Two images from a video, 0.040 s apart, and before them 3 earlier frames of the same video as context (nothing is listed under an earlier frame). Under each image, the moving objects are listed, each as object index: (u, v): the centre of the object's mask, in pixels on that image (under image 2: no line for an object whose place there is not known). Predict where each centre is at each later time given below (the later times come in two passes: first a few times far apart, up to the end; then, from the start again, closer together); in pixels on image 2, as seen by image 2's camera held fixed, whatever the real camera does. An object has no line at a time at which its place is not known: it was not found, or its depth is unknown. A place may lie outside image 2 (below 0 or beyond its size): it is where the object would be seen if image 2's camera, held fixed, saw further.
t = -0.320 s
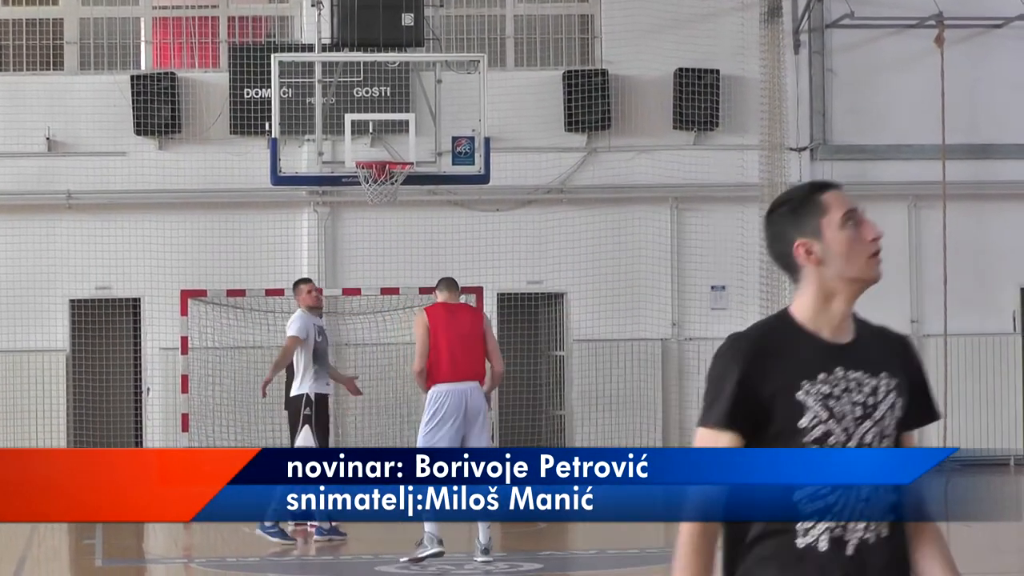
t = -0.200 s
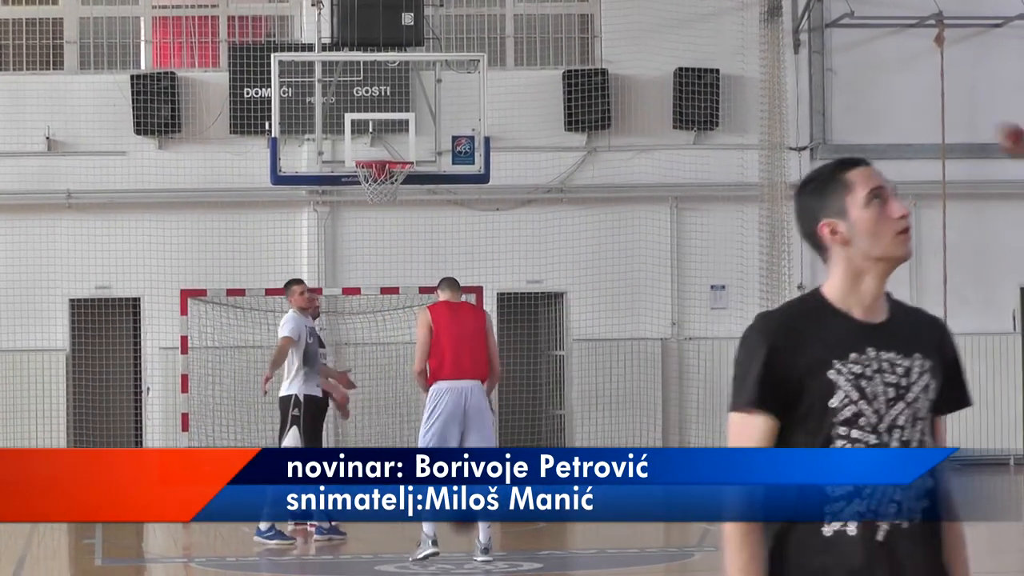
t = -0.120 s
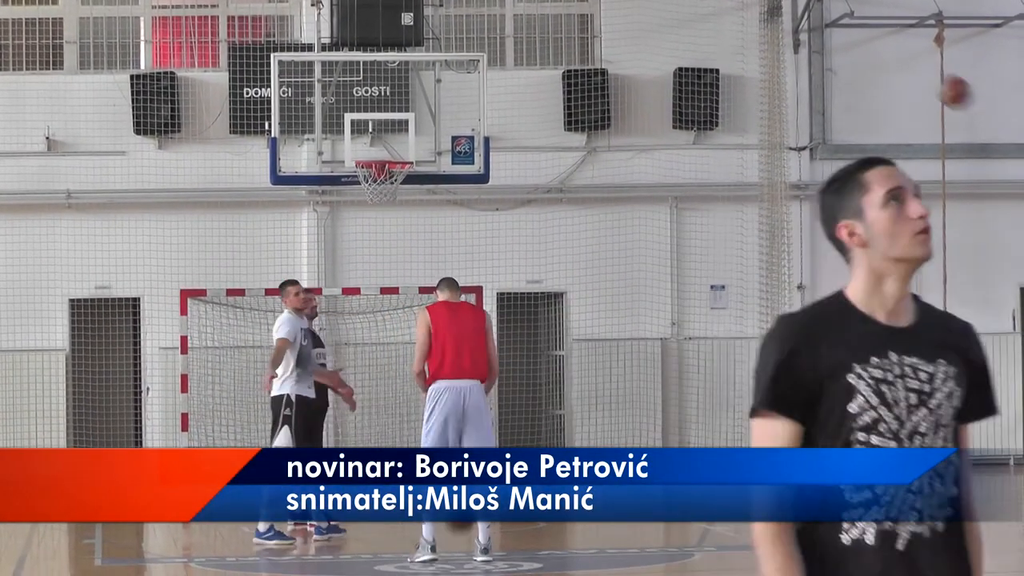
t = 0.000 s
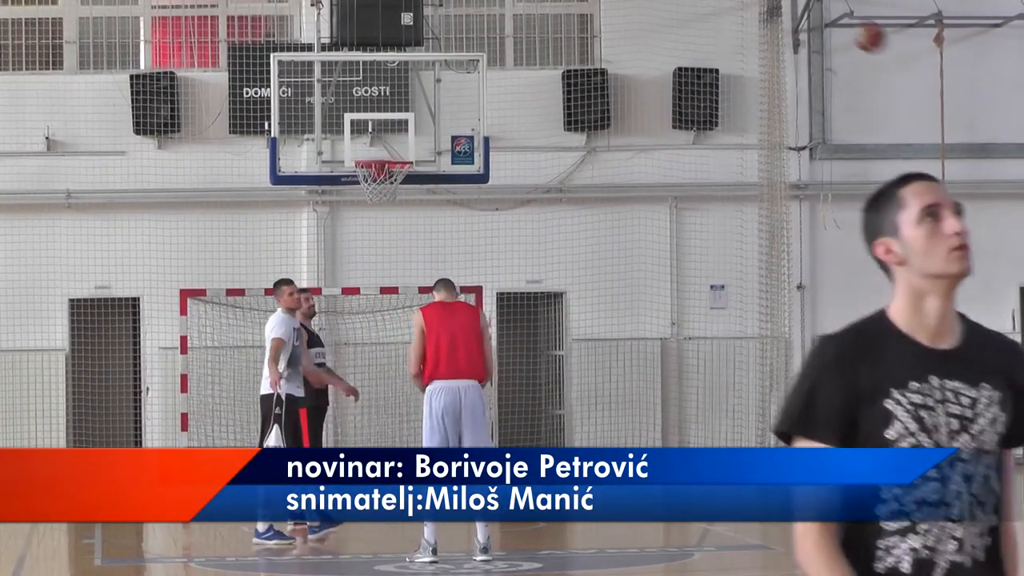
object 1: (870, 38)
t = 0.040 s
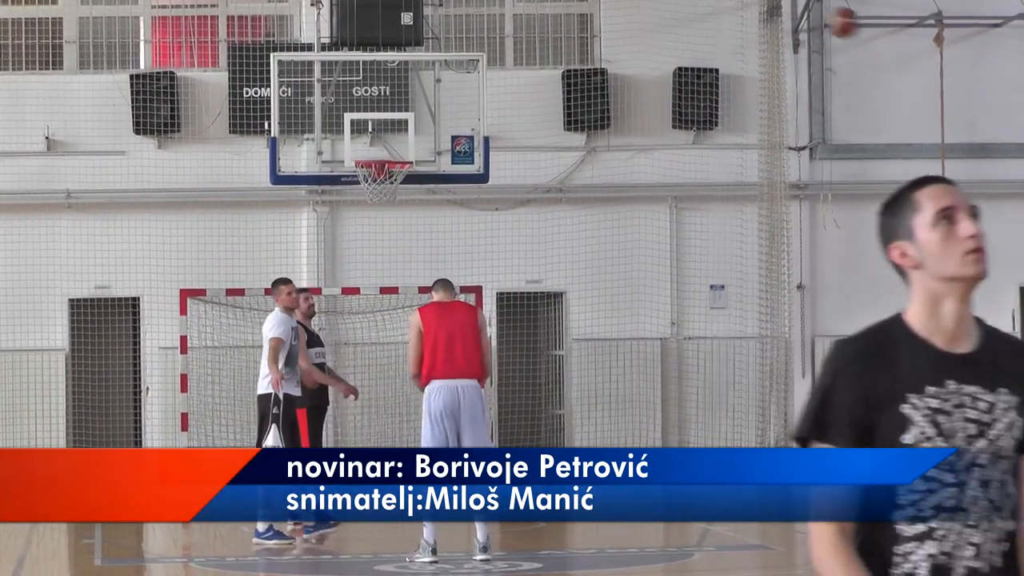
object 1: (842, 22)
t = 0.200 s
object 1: (737, 1)
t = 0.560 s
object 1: (524, 26)
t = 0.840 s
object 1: (377, 151)
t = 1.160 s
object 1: (421, 208)
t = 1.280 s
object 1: (429, 238)
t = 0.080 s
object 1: (816, 12)
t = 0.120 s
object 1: (786, 7)
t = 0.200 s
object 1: (737, 1)
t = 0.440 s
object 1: (592, 5)
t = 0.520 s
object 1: (547, 15)
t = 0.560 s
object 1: (524, 26)
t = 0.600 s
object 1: (500, 40)
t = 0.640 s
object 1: (482, 55)
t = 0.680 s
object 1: (459, 72)
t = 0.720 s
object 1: (437, 91)
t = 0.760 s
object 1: (416, 110)
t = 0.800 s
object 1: (394, 133)
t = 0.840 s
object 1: (377, 151)
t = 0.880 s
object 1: (382, 175)
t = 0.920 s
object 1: (399, 189)
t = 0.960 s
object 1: (408, 192)
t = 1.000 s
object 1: (411, 193)
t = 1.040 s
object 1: (413, 193)
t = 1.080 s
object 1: (415, 196)
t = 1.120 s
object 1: (418, 201)
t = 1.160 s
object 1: (421, 208)
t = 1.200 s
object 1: (424, 216)
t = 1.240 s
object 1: (426, 226)
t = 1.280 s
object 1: (429, 238)
